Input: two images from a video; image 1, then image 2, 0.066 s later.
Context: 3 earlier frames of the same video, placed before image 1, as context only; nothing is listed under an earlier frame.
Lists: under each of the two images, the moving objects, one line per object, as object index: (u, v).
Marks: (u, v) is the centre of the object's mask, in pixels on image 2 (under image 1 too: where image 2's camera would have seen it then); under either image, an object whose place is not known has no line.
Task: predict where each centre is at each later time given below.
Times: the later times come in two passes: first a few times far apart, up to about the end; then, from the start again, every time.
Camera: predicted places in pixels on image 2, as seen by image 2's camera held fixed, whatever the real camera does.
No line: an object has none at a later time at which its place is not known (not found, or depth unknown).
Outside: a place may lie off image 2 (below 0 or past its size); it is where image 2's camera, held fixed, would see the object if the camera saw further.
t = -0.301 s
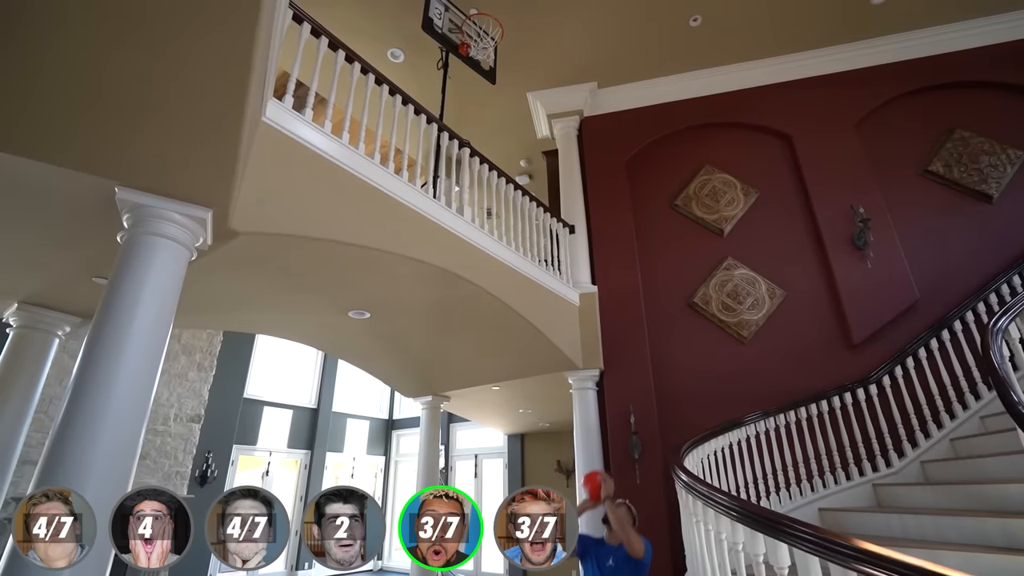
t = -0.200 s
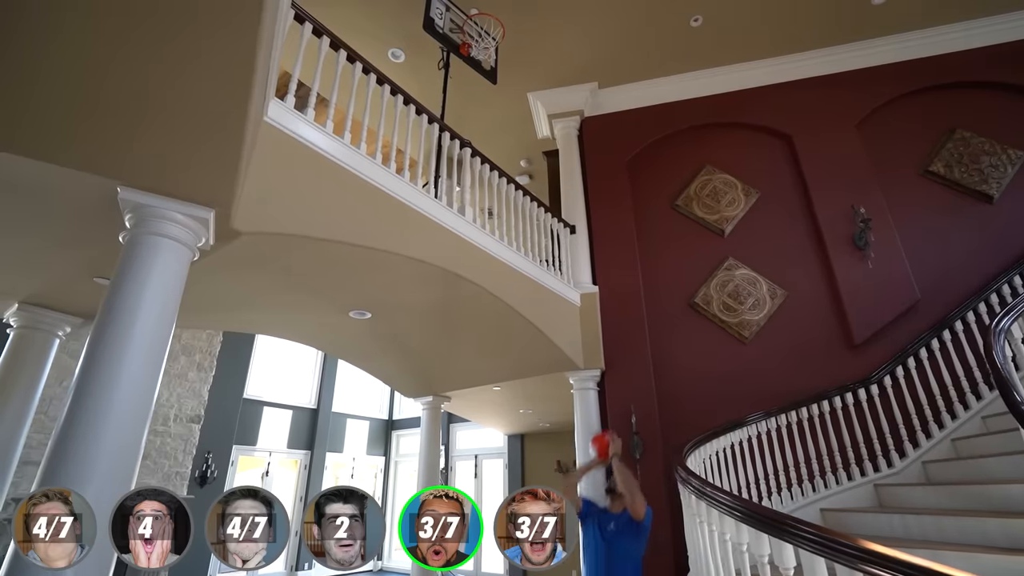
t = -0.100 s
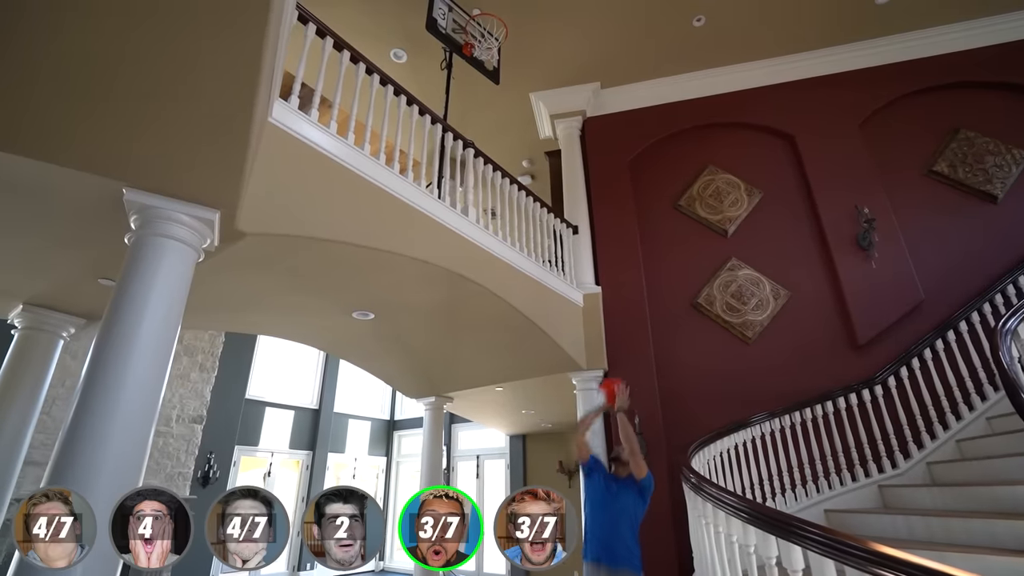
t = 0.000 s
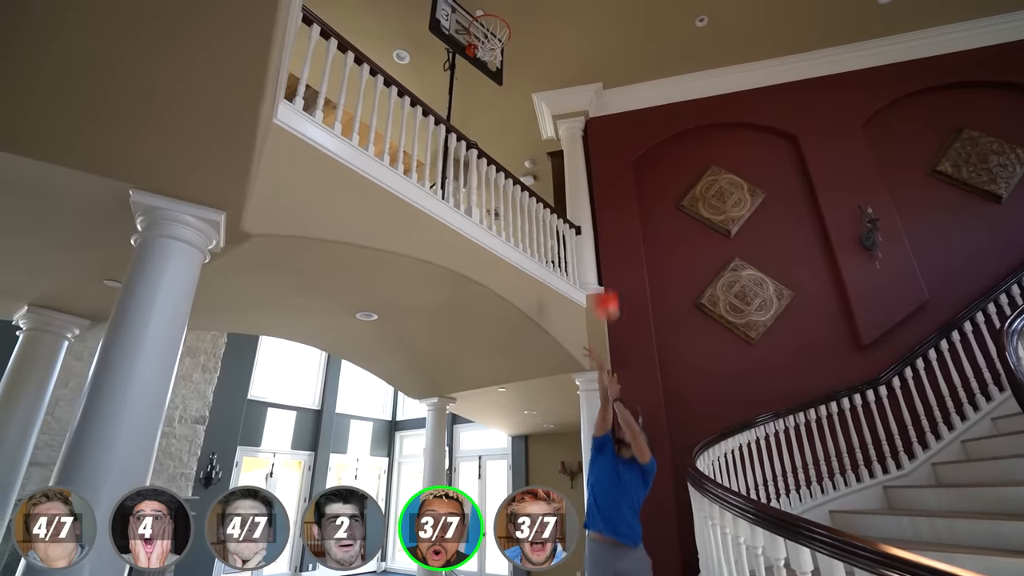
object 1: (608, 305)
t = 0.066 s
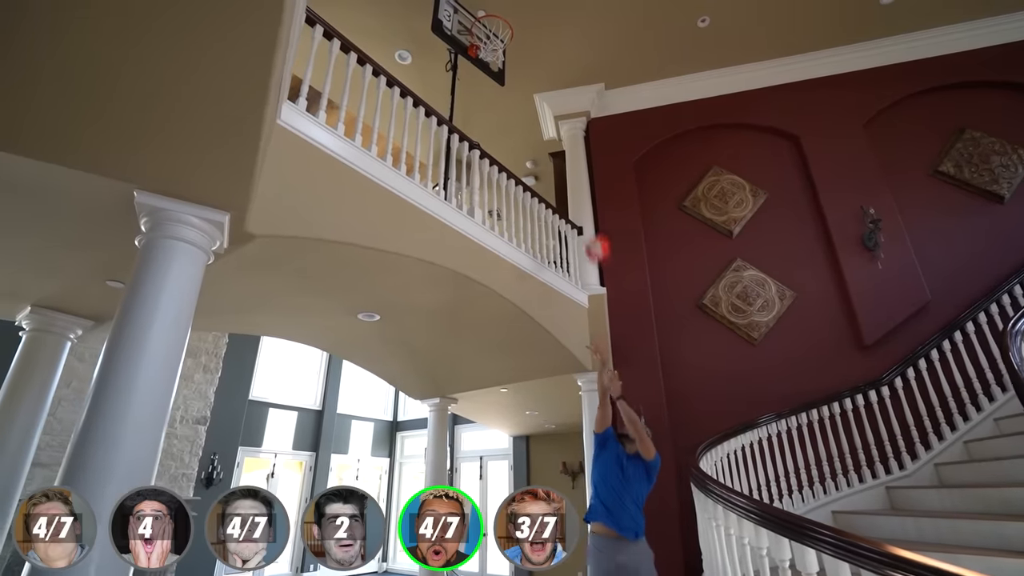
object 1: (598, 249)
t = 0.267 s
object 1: (573, 133)
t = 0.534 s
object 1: (550, 53)
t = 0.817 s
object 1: (531, 31)
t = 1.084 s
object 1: (525, 66)
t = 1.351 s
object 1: (541, 178)
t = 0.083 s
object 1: (596, 236)
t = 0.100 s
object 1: (594, 225)
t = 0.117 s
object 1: (592, 214)
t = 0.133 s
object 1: (589, 203)
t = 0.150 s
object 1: (588, 193)
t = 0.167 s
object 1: (585, 183)
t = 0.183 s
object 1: (585, 174)
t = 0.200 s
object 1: (583, 166)
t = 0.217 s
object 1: (581, 158)
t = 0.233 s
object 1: (578, 149)
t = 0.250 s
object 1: (575, 140)
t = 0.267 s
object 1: (573, 133)
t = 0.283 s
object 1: (571, 126)
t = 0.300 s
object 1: (570, 120)
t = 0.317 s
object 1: (568, 113)
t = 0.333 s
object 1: (567, 107)
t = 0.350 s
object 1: (565, 101)
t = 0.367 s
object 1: (565, 96)
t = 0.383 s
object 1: (562, 90)
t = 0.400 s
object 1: (561, 85)
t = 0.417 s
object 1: (559, 80)
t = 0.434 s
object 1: (558, 77)
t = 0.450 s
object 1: (557, 72)
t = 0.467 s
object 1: (557, 68)
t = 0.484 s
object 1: (554, 64)
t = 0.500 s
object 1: (552, 60)
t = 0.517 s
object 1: (551, 57)
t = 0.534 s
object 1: (550, 53)
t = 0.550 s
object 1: (549, 51)
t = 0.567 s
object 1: (548, 48)
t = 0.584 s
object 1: (546, 46)
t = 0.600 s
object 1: (546, 45)
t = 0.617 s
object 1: (544, 42)
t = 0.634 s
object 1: (542, 39)
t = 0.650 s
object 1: (541, 37)
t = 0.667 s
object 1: (540, 36)
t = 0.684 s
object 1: (539, 35)
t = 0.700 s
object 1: (538, 34)
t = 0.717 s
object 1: (538, 33)
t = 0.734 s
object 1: (537, 32)
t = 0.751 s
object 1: (535, 31)
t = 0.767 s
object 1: (534, 30)
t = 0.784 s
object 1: (532, 30)
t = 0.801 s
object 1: (532, 31)
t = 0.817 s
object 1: (531, 31)
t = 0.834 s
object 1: (531, 32)
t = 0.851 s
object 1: (529, 32)
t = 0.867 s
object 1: (528, 34)
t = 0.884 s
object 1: (527, 35)
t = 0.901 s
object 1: (525, 35)
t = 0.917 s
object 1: (524, 36)
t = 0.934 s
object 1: (524, 38)
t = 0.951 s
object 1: (525, 39)
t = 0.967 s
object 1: (524, 42)
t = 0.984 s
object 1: (522, 45)
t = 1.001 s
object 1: (522, 48)
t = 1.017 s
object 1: (520, 50)
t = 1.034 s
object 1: (519, 53)
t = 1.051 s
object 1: (520, 56)
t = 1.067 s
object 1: (522, 61)
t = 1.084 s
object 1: (525, 66)
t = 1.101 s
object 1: (525, 70)
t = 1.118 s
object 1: (525, 75)
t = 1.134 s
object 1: (525, 80)
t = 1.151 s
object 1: (526, 85)
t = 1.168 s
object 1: (527, 91)
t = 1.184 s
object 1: (528, 97)
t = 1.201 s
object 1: (530, 105)
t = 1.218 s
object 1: (531, 111)
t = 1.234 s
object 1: (533, 117)
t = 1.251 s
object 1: (533, 124)
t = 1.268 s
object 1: (533, 132)
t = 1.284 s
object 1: (536, 141)
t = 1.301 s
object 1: (537, 149)
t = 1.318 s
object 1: (539, 158)
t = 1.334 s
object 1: (540, 167)
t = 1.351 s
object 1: (541, 178)
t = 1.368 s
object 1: (543, 185)
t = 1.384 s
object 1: (543, 196)
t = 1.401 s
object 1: (540, 209)
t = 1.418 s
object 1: (541, 220)
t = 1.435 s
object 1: (542, 233)
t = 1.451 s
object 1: (544, 247)
